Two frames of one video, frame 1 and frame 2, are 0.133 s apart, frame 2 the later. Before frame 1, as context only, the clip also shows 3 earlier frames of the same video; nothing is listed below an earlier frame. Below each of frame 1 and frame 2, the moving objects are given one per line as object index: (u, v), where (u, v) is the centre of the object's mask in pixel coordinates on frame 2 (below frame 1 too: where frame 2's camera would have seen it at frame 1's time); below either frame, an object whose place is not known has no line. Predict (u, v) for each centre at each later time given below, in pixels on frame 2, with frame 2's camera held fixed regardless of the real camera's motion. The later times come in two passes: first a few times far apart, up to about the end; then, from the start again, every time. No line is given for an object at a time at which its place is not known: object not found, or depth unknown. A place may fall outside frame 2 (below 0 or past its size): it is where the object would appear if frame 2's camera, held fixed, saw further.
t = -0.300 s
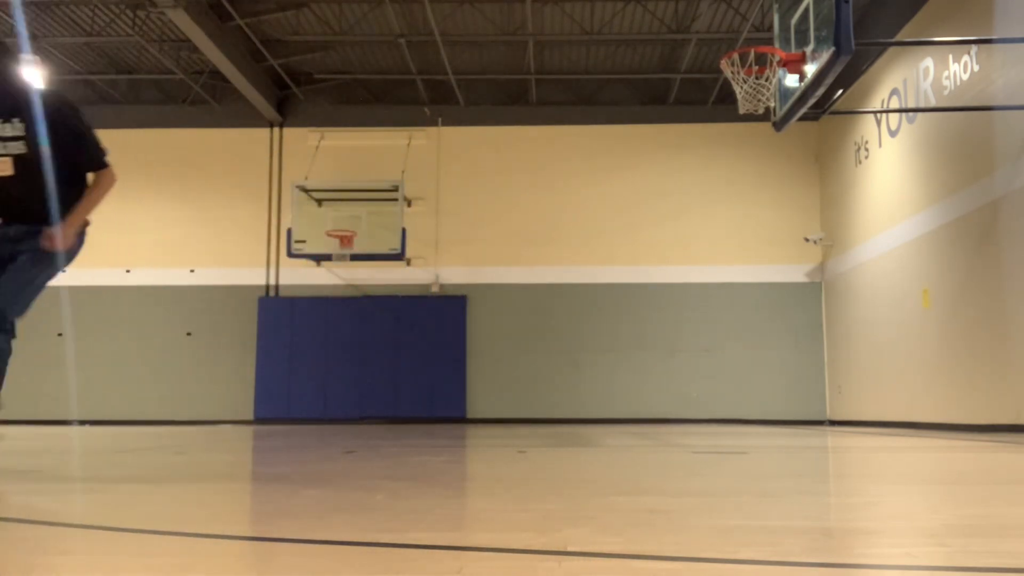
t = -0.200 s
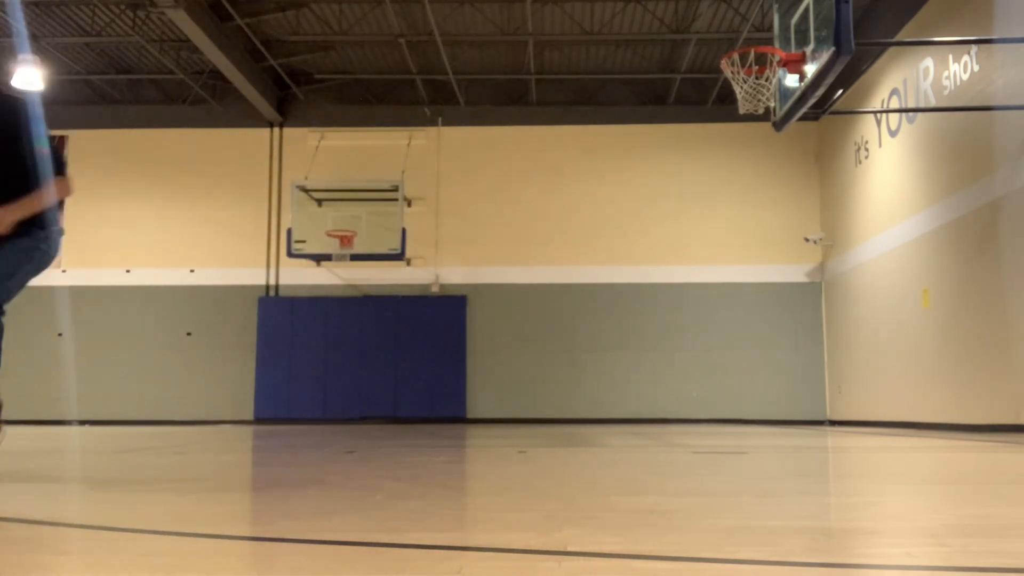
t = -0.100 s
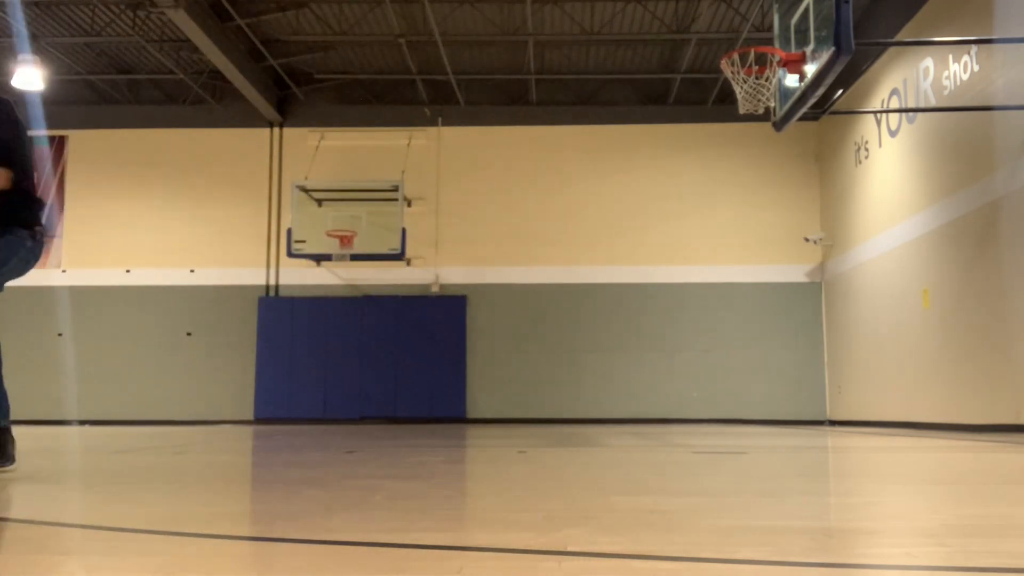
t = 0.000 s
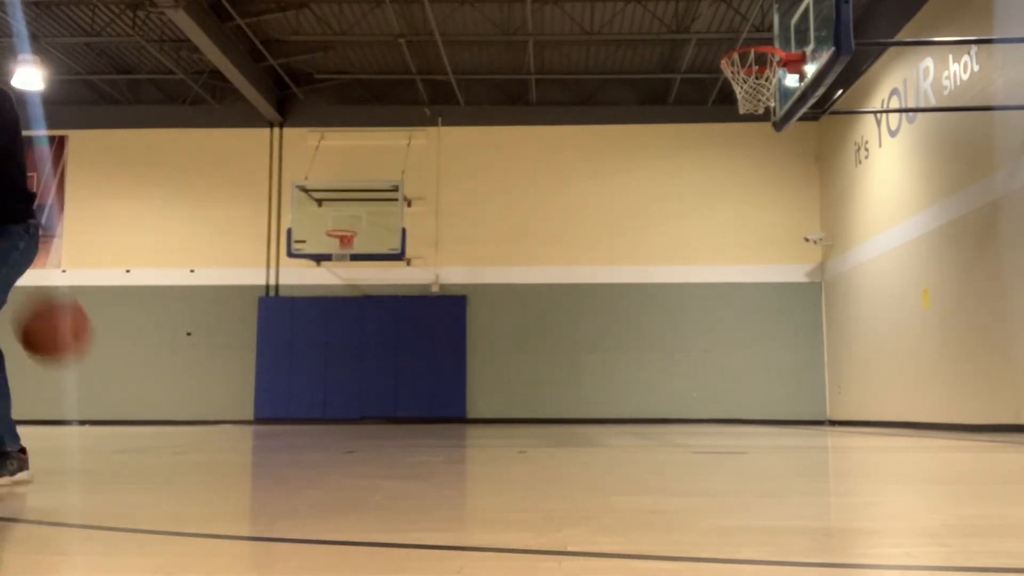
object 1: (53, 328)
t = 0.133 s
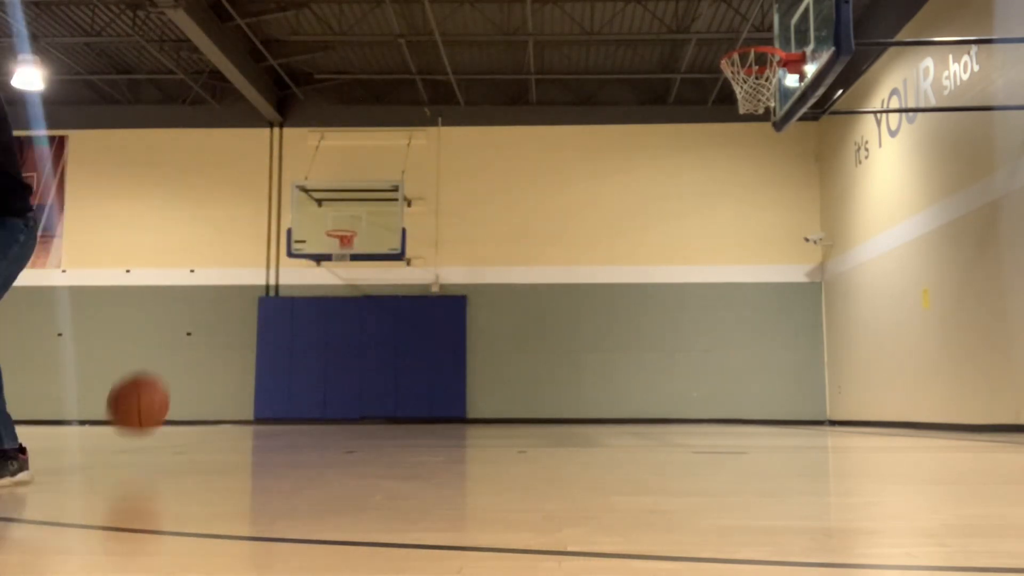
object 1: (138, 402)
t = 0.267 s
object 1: (170, 311)
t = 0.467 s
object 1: (205, 267)
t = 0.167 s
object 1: (147, 374)
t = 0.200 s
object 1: (155, 350)
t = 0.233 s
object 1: (163, 329)
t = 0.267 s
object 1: (170, 311)
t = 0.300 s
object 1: (177, 297)
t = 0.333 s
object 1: (183, 286)
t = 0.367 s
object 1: (189, 277)
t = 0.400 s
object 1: (195, 272)
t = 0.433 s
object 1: (200, 268)
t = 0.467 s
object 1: (205, 267)
